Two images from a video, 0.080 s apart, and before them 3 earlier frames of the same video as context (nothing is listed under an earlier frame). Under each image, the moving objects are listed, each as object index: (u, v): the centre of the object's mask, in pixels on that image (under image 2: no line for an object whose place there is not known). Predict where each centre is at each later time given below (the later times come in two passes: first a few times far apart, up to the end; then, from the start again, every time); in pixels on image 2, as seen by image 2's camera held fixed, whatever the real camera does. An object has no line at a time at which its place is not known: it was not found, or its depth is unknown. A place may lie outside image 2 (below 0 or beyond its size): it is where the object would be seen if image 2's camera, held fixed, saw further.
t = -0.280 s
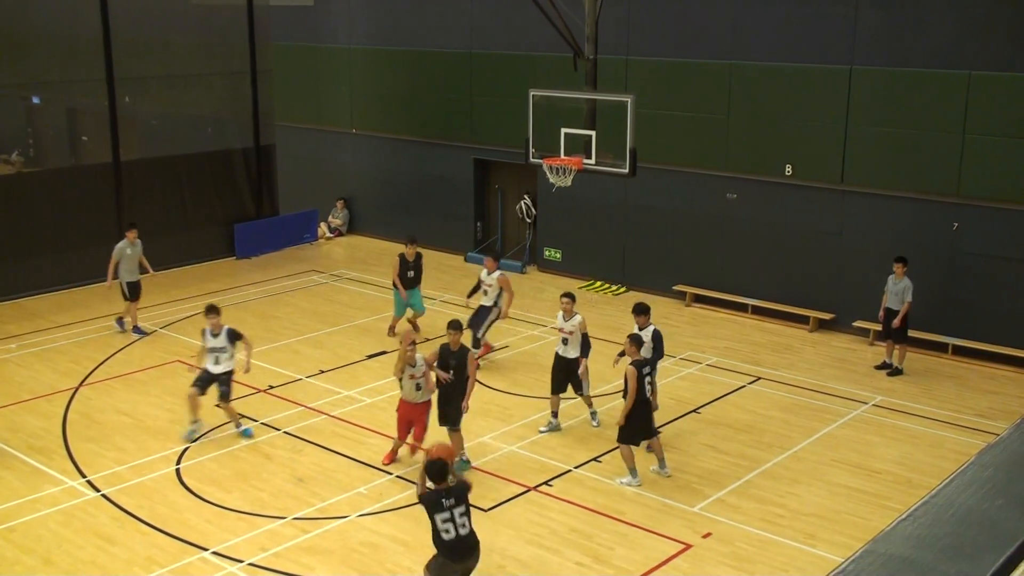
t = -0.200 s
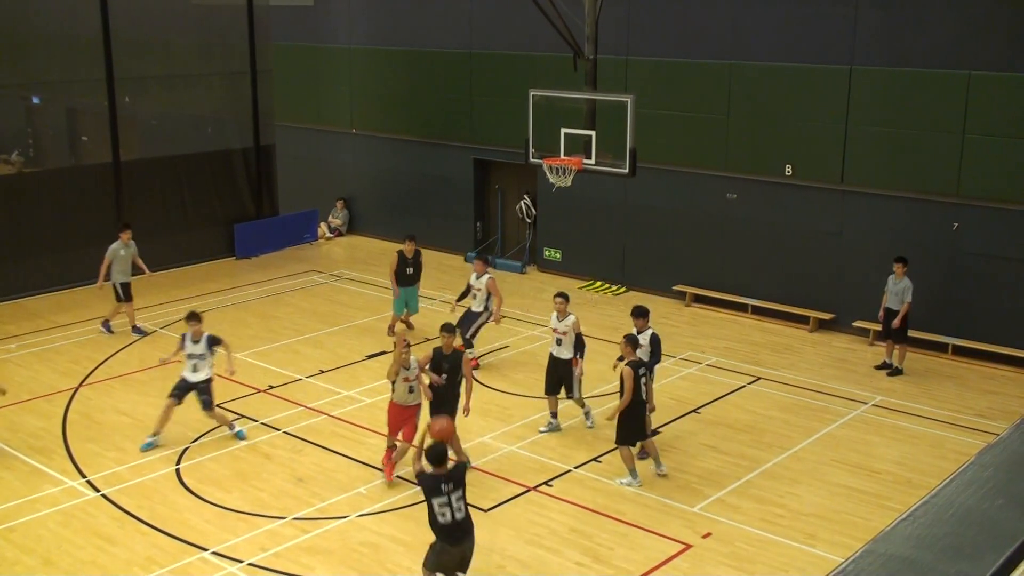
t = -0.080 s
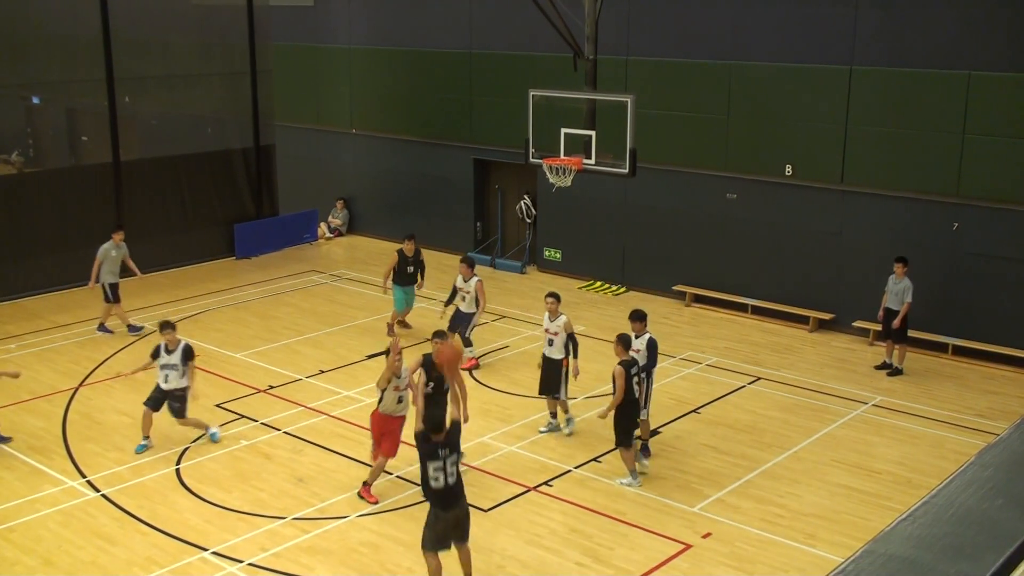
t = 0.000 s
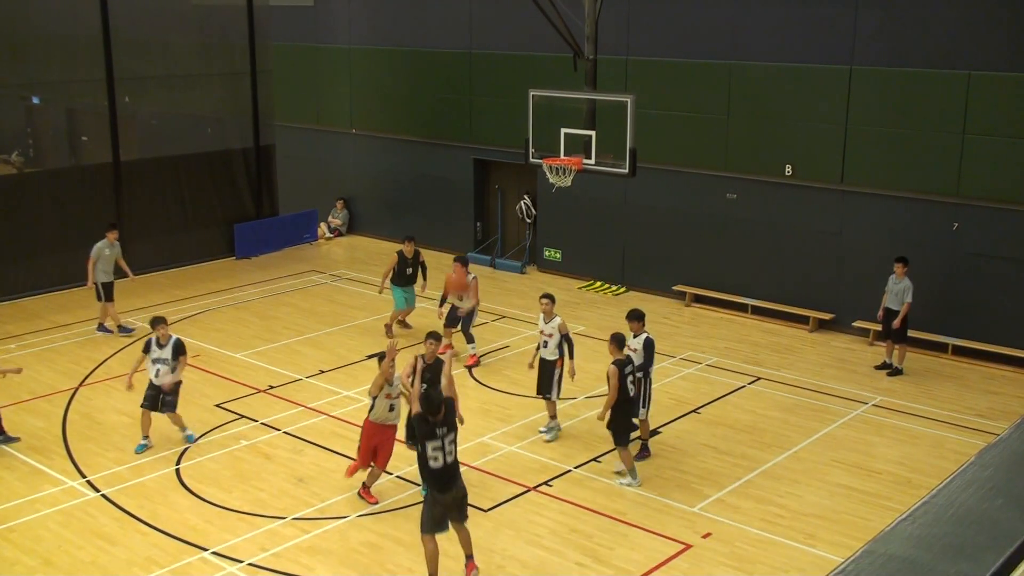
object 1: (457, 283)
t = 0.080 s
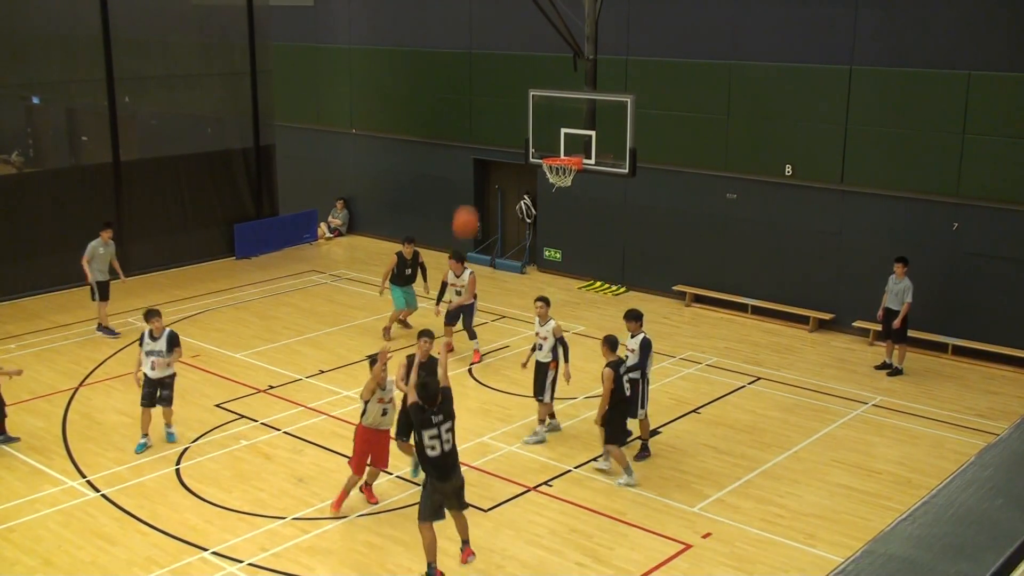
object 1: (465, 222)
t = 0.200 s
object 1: (478, 147)
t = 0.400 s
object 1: (496, 65)
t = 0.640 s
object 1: (515, 25)
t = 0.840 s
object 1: (529, 33)
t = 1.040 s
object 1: (540, 70)
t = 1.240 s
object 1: (550, 130)
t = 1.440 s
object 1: (562, 175)
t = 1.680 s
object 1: (554, 210)
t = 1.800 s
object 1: (549, 240)
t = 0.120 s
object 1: (470, 195)
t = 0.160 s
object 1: (474, 171)
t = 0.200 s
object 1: (478, 147)
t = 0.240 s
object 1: (481, 126)
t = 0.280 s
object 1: (485, 108)
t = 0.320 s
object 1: (489, 92)
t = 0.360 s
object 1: (492, 78)
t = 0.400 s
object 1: (496, 65)
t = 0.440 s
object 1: (499, 54)
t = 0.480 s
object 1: (502, 45)
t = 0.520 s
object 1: (506, 37)
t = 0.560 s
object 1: (509, 32)
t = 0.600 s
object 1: (512, 28)
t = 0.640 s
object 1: (515, 25)
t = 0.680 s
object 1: (518, 24)
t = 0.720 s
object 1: (521, 24)
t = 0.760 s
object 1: (523, 26)
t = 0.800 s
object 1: (526, 28)
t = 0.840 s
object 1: (529, 33)
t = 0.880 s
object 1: (531, 38)
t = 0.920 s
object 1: (534, 44)
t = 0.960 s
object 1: (536, 52)
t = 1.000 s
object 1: (538, 60)
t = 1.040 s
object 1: (540, 70)
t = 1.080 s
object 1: (542, 80)
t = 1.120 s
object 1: (545, 91)
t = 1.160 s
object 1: (546, 104)
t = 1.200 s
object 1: (548, 117)
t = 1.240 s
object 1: (550, 130)
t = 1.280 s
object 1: (551, 144)
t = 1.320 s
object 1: (553, 155)
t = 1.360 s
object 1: (558, 170)
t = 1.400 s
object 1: (560, 174)
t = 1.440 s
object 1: (562, 175)
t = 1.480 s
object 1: (561, 177)
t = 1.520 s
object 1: (560, 182)
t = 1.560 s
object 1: (559, 187)
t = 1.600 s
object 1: (556, 194)
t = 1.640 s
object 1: (555, 201)
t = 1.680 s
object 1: (554, 210)
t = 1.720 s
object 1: (552, 219)
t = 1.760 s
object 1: (551, 231)
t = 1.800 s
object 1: (549, 240)
